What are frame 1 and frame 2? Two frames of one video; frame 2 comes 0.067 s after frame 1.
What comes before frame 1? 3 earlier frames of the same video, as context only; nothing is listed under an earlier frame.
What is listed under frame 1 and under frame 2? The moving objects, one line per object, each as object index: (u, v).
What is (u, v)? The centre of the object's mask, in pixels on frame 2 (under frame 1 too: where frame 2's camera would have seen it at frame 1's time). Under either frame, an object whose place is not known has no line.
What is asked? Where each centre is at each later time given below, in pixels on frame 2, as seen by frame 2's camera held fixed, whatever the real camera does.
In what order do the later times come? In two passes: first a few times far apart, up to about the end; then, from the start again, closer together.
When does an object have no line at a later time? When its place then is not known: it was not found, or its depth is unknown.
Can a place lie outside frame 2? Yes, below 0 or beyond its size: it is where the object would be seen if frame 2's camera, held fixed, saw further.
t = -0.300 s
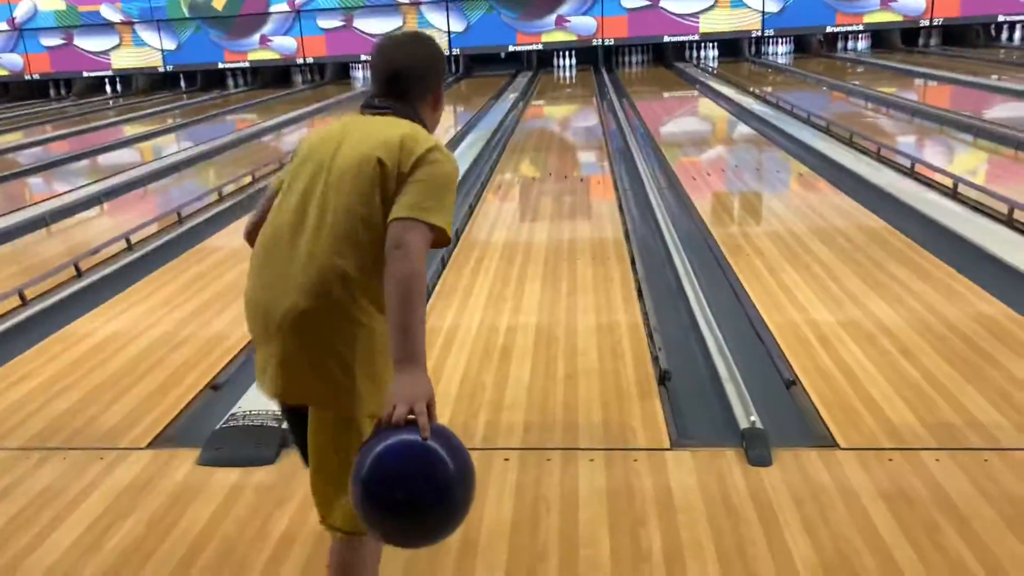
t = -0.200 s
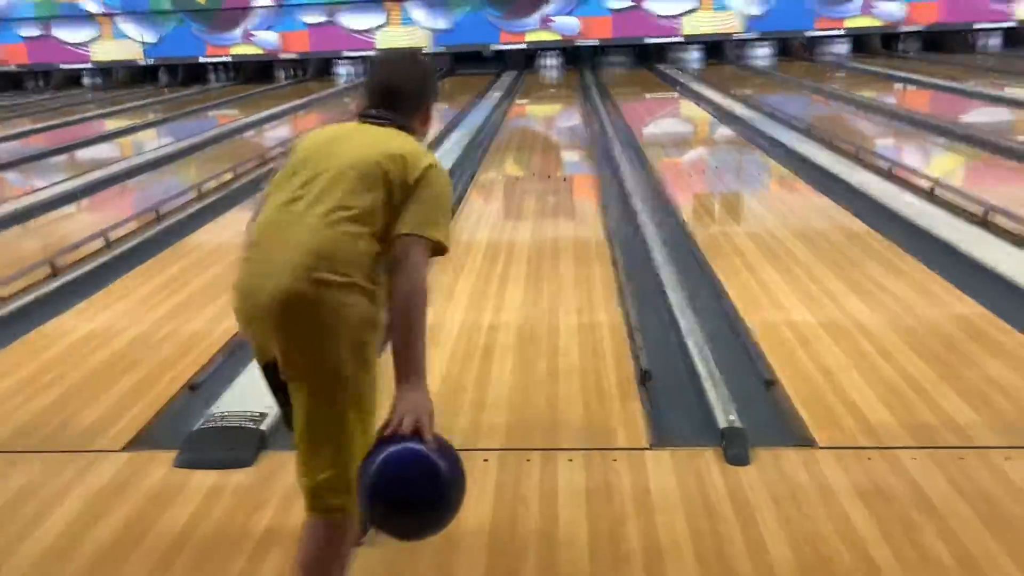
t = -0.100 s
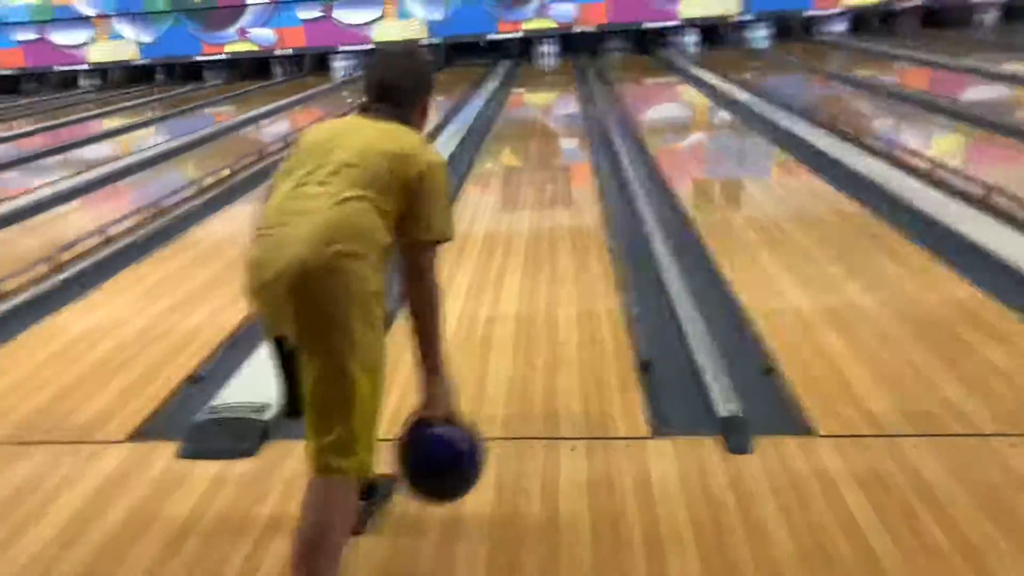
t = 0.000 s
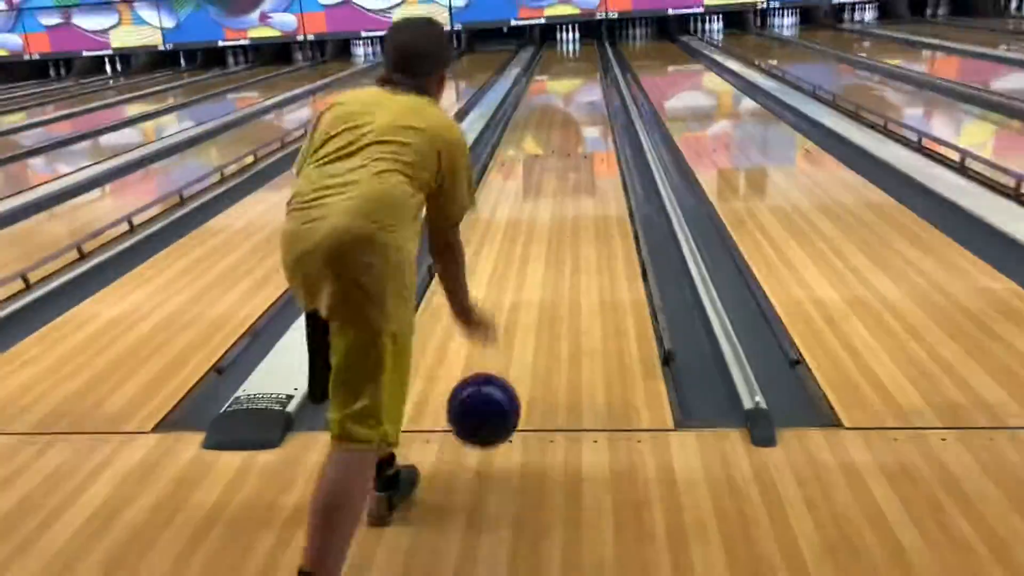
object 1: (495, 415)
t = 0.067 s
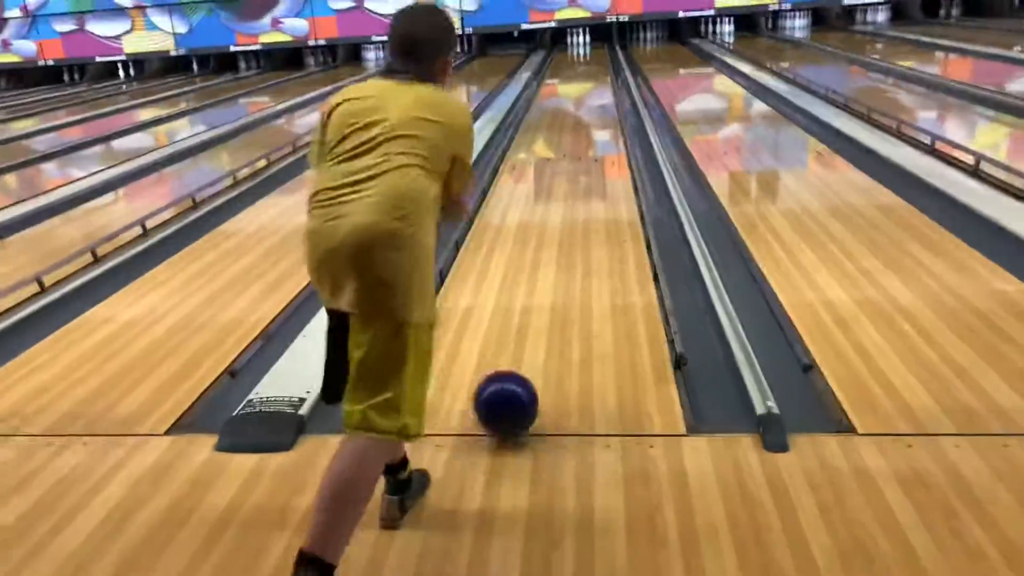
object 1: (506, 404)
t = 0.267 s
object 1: (524, 312)
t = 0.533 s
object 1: (537, 237)
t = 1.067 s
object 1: (547, 162)
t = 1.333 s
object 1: (549, 138)
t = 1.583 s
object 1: (548, 122)
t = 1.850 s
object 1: (552, 111)
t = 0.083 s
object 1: (508, 397)
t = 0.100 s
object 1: (510, 385)
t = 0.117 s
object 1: (511, 374)
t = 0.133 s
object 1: (513, 366)
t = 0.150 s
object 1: (515, 359)
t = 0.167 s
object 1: (516, 352)
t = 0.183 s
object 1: (518, 346)
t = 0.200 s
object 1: (519, 339)
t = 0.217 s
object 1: (520, 332)
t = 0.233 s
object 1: (521, 325)
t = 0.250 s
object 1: (522, 318)
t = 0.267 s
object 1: (524, 312)
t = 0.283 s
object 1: (525, 306)
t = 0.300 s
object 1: (526, 300)
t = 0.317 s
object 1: (527, 294)
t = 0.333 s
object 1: (528, 289)
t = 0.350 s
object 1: (529, 284)
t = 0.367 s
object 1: (529, 279)
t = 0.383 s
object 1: (530, 274)
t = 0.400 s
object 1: (531, 269)
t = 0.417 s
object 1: (532, 265)
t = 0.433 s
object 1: (533, 261)
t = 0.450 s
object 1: (533, 256)
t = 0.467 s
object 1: (534, 252)
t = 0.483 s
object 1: (535, 248)
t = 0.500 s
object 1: (535, 244)
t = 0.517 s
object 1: (536, 241)
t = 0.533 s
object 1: (537, 237)
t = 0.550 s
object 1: (537, 234)
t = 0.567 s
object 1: (538, 230)
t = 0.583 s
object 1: (538, 227)
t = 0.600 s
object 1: (539, 223)
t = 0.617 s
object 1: (540, 220)
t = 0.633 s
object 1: (541, 217)
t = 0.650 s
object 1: (541, 214)
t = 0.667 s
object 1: (541, 211)
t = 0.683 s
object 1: (542, 208)
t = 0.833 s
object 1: (546, 187)
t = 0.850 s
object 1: (546, 185)
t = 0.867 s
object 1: (547, 183)
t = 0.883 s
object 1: (547, 181)
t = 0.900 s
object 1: (548, 179)
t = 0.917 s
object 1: (548, 177)
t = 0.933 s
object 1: (547, 175)
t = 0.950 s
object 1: (548, 173)
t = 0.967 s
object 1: (548, 172)
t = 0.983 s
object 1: (548, 170)
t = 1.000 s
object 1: (548, 169)
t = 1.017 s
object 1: (547, 167)
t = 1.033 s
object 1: (547, 165)
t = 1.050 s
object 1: (547, 164)
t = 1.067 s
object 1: (547, 162)
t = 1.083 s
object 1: (548, 160)
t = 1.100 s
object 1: (548, 159)
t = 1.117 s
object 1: (548, 157)
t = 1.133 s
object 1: (548, 155)
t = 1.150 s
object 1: (549, 153)
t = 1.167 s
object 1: (548, 152)
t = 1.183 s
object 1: (548, 150)
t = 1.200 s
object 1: (548, 149)
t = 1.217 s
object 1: (548, 147)
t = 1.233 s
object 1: (548, 146)
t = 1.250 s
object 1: (548, 145)
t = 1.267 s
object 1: (548, 143)
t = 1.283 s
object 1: (549, 142)
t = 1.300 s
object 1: (549, 141)
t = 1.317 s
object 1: (549, 139)
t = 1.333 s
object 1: (549, 138)
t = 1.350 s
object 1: (549, 137)
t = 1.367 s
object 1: (549, 135)
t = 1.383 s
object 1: (549, 134)
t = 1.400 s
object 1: (549, 133)
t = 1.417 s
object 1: (548, 132)
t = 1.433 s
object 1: (548, 131)
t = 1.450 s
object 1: (548, 130)
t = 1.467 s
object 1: (548, 129)
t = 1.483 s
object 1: (548, 127)
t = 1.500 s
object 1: (547, 126)
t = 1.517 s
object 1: (547, 125)
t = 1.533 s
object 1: (547, 124)
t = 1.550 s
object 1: (547, 123)
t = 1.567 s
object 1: (547, 123)
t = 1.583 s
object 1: (548, 122)
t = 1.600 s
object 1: (549, 121)
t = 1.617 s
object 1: (550, 121)
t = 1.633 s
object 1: (550, 120)
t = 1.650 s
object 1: (550, 119)
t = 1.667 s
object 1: (550, 119)
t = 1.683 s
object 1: (550, 118)
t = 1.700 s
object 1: (550, 117)
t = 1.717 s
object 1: (551, 116)
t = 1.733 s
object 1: (551, 115)
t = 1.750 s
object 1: (551, 115)
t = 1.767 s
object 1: (549, 114)
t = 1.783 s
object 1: (550, 115)
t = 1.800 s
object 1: (551, 113)
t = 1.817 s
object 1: (552, 112)
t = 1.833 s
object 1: (551, 111)
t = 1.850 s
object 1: (552, 111)
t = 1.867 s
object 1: (551, 110)
